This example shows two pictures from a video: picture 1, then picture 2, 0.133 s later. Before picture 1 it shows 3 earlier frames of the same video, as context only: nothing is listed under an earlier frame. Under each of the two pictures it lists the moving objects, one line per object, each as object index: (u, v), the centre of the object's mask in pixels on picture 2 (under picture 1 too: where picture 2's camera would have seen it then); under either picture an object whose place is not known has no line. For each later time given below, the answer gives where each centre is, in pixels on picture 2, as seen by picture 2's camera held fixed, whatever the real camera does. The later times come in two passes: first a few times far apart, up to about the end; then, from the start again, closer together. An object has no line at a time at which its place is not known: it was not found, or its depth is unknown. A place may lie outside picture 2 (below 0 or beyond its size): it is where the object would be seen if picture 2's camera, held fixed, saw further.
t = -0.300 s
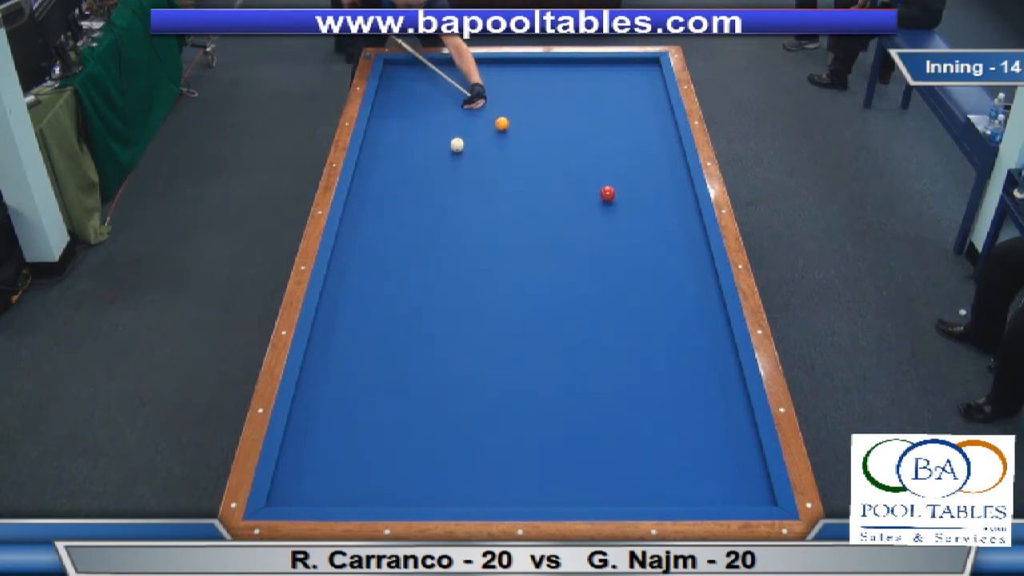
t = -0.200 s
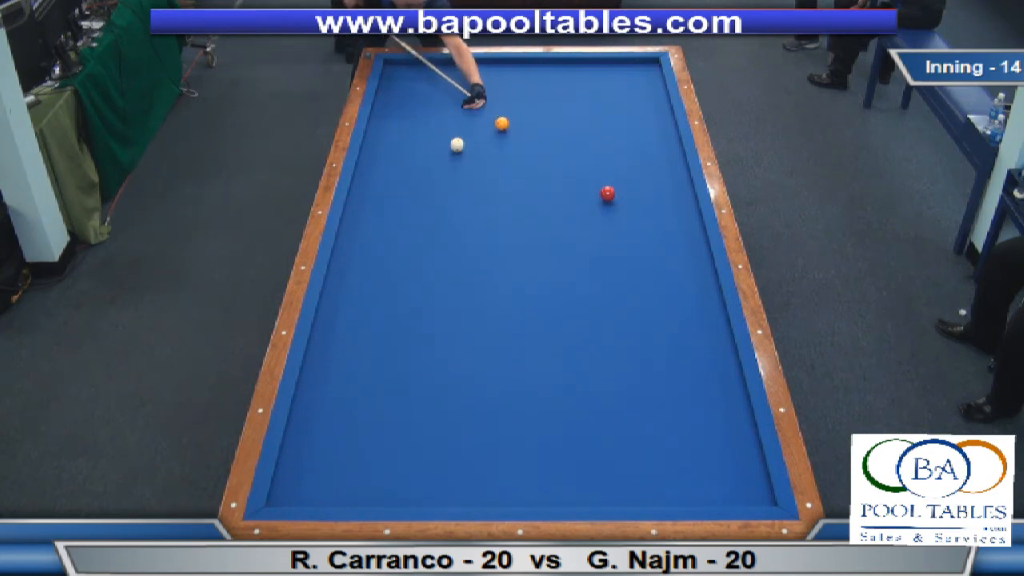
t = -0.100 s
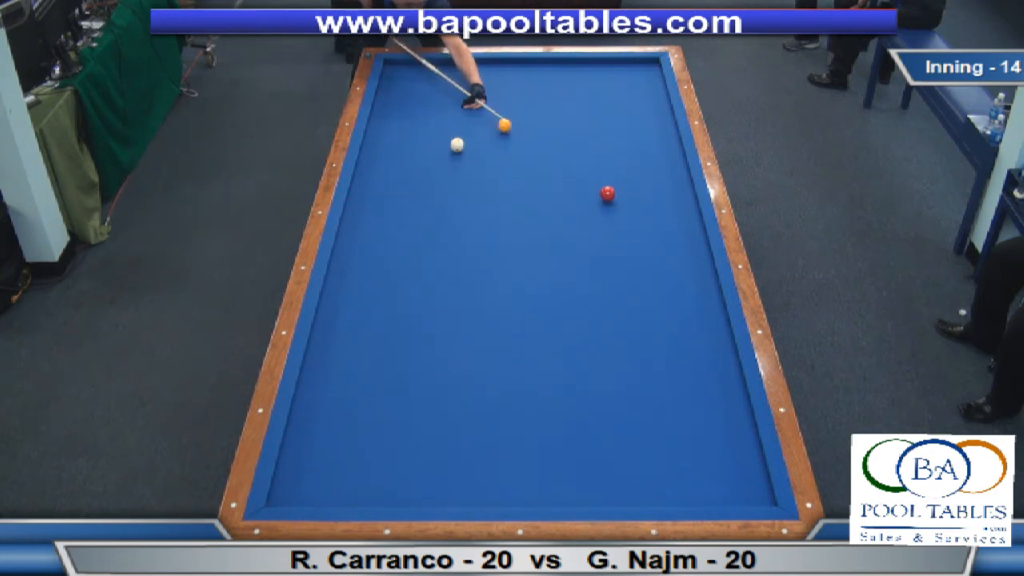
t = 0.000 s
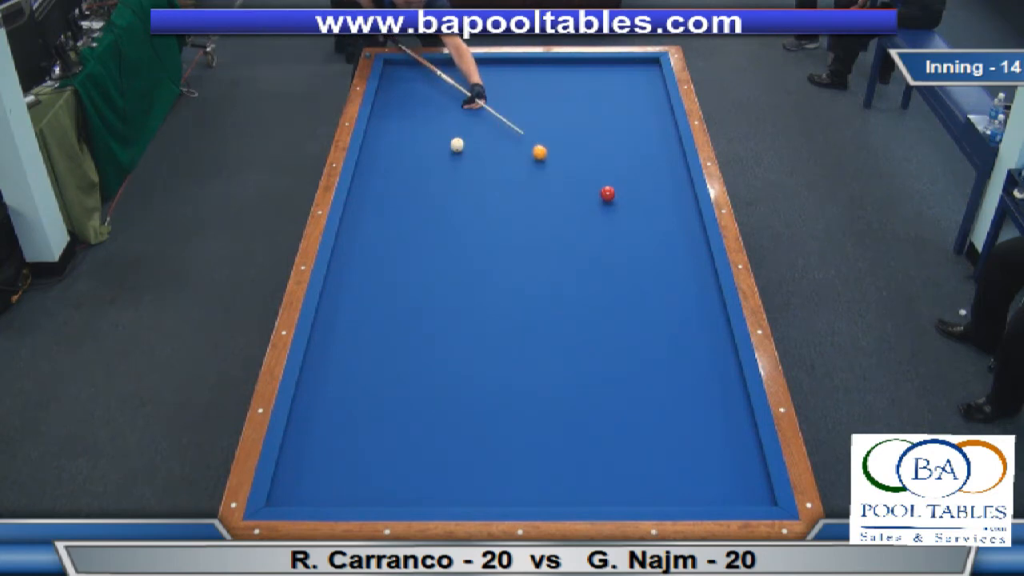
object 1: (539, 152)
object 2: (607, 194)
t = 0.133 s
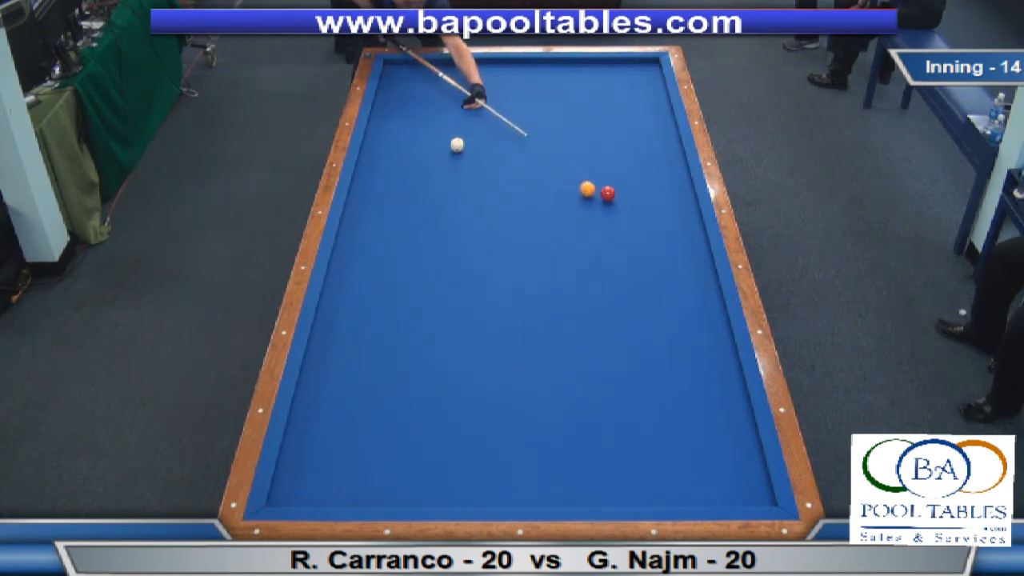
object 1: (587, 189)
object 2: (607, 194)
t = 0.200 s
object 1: (592, 206)
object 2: (627, 195)
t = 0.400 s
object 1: (603, 259)
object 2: (689, 200)
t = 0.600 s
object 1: (621, 321)
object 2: (656, 205)
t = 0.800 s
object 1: (641, 393)
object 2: (626, 209)
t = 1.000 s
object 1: (666, 480)
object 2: (596, 213)
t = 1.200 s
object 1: (705, 447)
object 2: (566, 218)
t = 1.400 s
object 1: (740, 399)
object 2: (536, 222)
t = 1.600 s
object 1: (704, 363)
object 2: (507, 226)
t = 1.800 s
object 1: (674, 329)
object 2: (478, 230)
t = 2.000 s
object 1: (645, 299)
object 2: (449, 234)
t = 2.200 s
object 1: (619, 272)
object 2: (420, 239)
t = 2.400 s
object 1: (596, 246)
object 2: (391, 242)
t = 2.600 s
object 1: (574, 223)
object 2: (363, 246)
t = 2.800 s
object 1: (554, 201)
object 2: (342, 250)
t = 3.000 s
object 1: (536, 181)
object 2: (358, 252)
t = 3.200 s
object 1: (518, 163)
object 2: (373, 254)
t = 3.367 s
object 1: (508, 151)
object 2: (382, 255)
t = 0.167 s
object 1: (592, 198)
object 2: (615, 194)
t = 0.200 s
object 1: (592, 206)
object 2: (627, 195)
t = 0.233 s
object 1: (592, 214)
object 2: (639, 196)
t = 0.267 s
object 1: (593, 223)
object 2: (650, 197)
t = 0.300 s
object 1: (595, 232)
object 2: (660, 198)
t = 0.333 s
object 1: (597, 241)
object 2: (670, 199)
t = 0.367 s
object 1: (600, 250)
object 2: (680, 200)
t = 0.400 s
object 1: (603, 259)
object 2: (689, 200)
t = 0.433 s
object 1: (605, 269)
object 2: (686, 201)
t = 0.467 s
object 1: (608, 279)
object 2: (679, 202)
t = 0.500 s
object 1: (611, 289)
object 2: (673, 202)
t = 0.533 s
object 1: (614, 299)
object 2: (667, 203)
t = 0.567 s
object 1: (617, 310)
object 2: (662, 204)
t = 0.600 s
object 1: (621, 321)
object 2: (656, 205)
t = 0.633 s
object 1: (624, 332)
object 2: (651, 205)
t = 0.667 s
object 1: (627, 343)
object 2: (646, 206)
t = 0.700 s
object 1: (631, 355)
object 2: (641, 206)
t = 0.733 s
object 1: (634, 368)
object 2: (636, 208)
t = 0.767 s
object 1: (638, 380)
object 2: (631, 208)
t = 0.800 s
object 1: (641, 393)
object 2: (626, 209)
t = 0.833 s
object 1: (645, 406)
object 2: (621, 210)
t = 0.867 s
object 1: (649, 420)
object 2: (616, 211)
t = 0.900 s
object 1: (653, 434)
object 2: (611, 211)
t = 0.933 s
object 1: (657, 449)
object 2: (606, 212)
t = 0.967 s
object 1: (662, 464)
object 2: (601, 213)
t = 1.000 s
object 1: (666, 480)
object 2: (596, 213)
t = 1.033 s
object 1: (670, 495)
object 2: (591, 214)
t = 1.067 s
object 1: (677, 493)
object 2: (586, 215)
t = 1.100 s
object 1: (684, 481)
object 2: (581, 216)
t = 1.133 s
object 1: (691, 469)
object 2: (576, 217)
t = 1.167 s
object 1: (698, 458)
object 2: (571, 217)
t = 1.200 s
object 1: (705, 447)
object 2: (566, 218)
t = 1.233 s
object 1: (711, 438)
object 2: (561, 218)
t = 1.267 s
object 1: (717, 429)
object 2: (556, 219)
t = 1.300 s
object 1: (723, 421)
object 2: (551, 220)
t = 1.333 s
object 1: (729, 414)
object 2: (546, 220)
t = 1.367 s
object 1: (735, 406)
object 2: (541, 221)
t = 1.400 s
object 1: (740, 399)
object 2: (536, 222)
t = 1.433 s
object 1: (733, 393)
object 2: (532, 223)
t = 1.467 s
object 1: (727, 387)
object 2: (527, 223)
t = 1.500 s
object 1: (721, 380)
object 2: (522, 224)
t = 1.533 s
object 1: (715, 375)
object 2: (517, 225)
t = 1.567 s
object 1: (710, 368)
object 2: (512, 225)
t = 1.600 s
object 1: (704, 363)
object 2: (507, 226)
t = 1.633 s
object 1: (699, 357)
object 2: (502, 227)
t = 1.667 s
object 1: (694, 351)
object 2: (497, 228)
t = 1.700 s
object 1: (689, 346)
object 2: (493, 228)
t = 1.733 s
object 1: (684, 340)
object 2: (488, 229)
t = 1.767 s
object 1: (678, 335)
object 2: (483, 229)
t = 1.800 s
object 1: (674, 329)
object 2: (478, 230)
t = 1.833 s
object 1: (669, 324)
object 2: (473, 231)
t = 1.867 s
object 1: (664, 319)
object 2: (468, 231)
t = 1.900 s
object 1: (659, 314)
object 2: (463, 232)
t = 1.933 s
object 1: (655, 309)
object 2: (459, 233)
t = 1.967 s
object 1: (650, 304)
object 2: (454, 234)
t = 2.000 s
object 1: (645, 299)
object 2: (449, 234)
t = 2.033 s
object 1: (641, 294)
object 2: (445, 235)
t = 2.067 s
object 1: (637, 290)
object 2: (440, 236)
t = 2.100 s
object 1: (632, 285)
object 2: (435, 237)
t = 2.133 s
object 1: (628, 281)
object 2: (430, 237)
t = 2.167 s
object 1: (624, 276)
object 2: (425, 238)
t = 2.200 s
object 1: (619, 272)
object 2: (420, 239)
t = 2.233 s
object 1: (615, 267)
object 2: (415, 239)
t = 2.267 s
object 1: (611, 263)
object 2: (411, 240)
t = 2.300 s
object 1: (607, 259)
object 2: (406, 241)
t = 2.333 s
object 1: (603, 254)
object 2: (401, 241)
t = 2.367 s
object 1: (599, 250)
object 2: (396, 242)
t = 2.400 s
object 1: (596, 246)
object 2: (391, 242)
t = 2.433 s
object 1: (592, 242)
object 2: (387, 243)
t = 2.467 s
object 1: (588, 238)
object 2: (382, 244)
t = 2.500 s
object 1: (584, 234)
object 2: (378, 244)
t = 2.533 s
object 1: (581, 230)
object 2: (373, 245)
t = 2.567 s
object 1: (577, 226)
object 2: (368, 246)
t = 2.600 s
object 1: (574, 223)
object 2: (363, 246)
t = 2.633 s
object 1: (571, 219)
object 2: (359, 247)
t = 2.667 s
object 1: (567, 215)
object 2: (354, 247)
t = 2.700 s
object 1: (564, 212)
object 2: (349, 248)
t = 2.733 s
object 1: (560, 208)
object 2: (345, 249)
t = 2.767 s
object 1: (557, 205)
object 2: (340, 250)
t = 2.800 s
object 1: (554, 201)
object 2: (342, 250)
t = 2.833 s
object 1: (551, 198)
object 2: (345, 250)
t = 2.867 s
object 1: (548, 194)
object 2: (348, 250)
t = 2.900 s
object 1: (545, 191)
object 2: (350, 251)
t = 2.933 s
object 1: (542, 187)
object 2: (353, 252)
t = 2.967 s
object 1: (539, 184)
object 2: (355, 252)
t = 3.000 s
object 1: (536, 181)
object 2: (358, 252)
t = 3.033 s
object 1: (533, 178)
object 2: (360, 252)
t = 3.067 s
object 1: (530, 175)
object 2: (363, 253)
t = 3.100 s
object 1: (527, 172)
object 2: (365, 253)
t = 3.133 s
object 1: (524, 168)
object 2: (368, 253)
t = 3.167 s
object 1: (521, 165)
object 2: (370, 254)
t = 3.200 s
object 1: (518, 163)
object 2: (373, 254)
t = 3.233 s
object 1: (516, 159)
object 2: (375, 255)
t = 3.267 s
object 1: (513, 157)
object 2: (377, 255)
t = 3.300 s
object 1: (510, 154)
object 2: (379, 255)
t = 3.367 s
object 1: (508, 151)
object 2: (382, 255)
